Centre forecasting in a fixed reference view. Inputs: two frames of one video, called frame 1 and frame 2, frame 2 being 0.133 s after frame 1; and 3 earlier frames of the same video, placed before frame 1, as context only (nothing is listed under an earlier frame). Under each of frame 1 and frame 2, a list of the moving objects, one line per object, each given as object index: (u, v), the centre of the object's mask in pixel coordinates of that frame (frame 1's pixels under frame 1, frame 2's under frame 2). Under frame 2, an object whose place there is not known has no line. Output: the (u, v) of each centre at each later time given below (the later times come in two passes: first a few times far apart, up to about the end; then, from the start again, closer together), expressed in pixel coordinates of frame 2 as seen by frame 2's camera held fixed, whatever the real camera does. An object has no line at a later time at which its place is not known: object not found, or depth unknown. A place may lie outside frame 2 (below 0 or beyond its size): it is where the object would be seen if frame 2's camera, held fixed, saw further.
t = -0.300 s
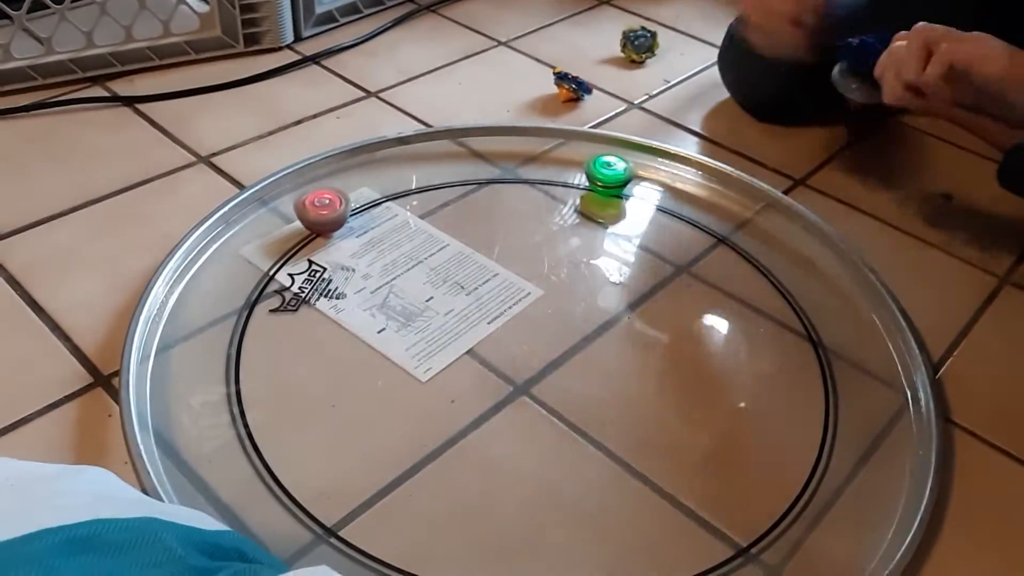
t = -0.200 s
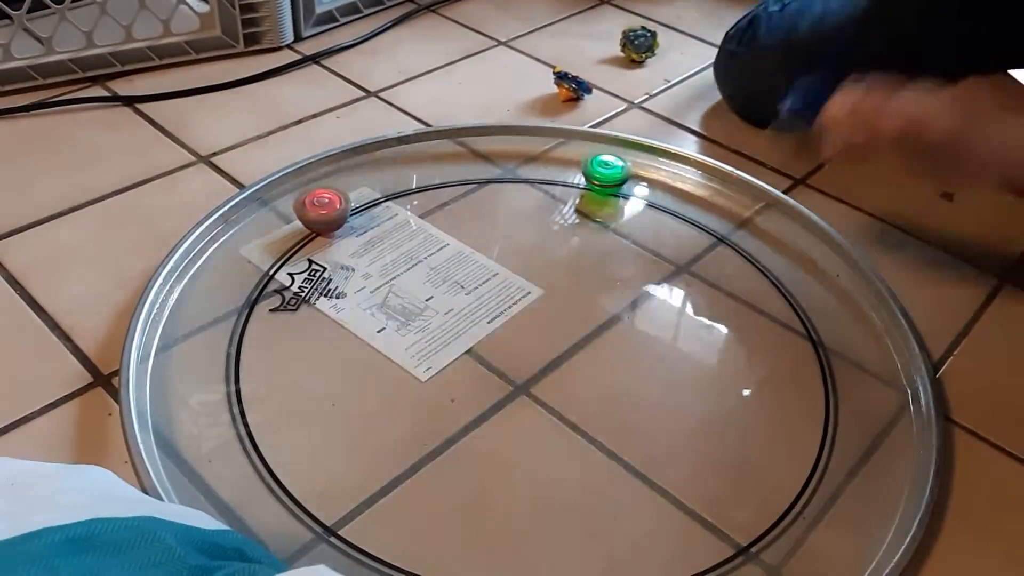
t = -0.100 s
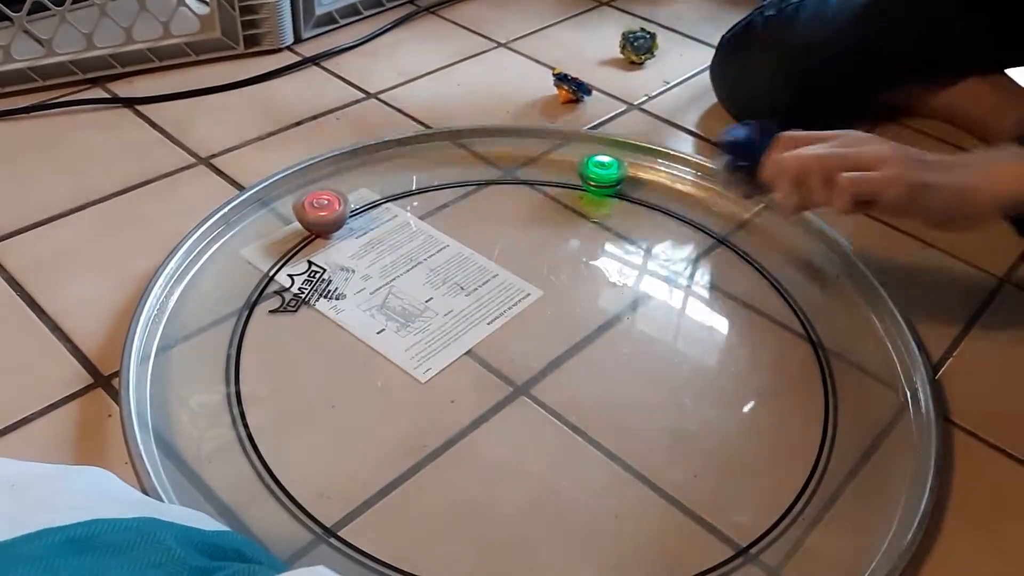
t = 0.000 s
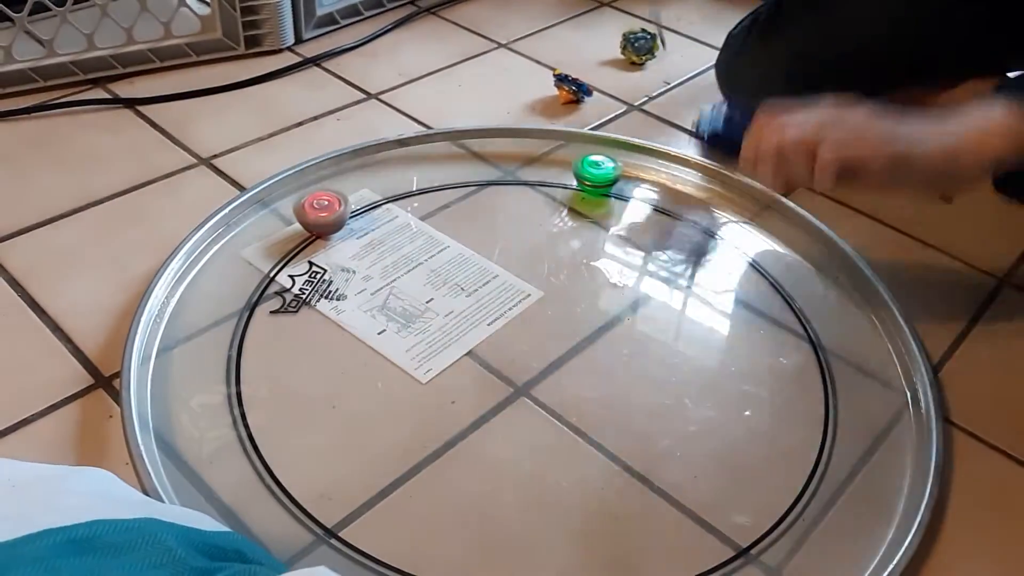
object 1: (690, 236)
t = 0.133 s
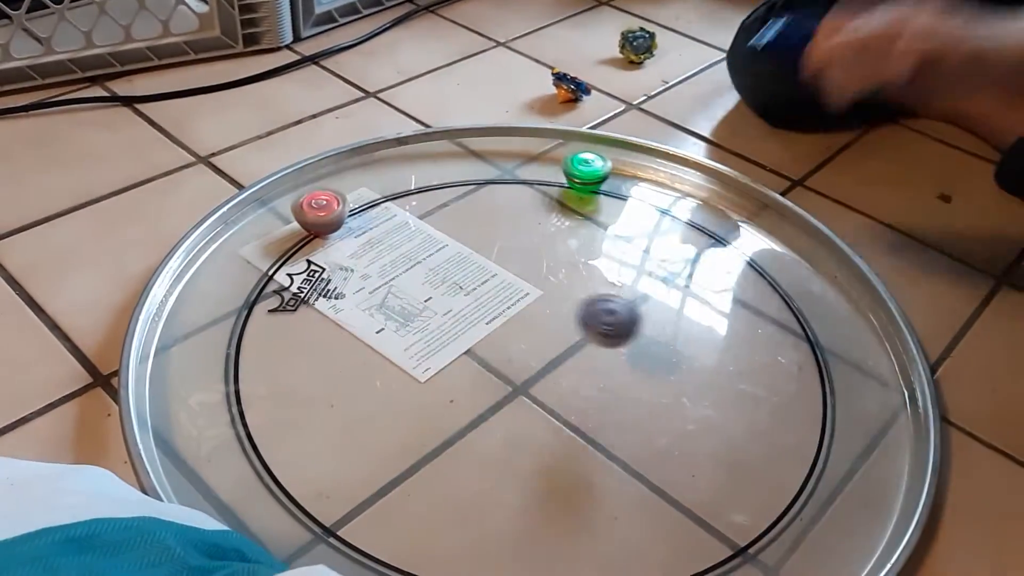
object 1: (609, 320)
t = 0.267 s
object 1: (546, 394)
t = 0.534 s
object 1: (470, 478)
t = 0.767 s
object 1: (478, 575)
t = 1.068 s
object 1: (555, 539)
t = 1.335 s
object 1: (588, 424)
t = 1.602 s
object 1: (590, 326)
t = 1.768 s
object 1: (591, 279)
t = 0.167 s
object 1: (596, 324)
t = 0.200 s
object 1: (581, 338)
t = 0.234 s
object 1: (564, 365)
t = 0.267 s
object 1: (546, 394)
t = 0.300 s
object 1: (534, 393)
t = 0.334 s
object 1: (521, 401)
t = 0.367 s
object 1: (508, 420)
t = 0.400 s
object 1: (497, 431)
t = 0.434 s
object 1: (485, 442)
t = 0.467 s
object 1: (479, 452)
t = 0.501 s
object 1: (474, 464)
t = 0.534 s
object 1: (470, 478)
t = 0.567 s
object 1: (471, 493)
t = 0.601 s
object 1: (471, 509)
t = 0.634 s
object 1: (473, 527)
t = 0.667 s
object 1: (474, 545)
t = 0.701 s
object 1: (473, 559)
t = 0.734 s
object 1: (475, 568)
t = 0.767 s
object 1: (478, 575)
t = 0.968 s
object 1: (534, 572)
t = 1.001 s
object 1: (541, 564)
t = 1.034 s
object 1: (548, 553)
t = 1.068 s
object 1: (555, 539)
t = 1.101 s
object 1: (561, 524)
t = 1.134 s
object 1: (566, 511)
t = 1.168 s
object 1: (571, 497)
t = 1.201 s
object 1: (576, 482)
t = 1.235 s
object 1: (580, 468)
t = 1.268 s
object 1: (584, 454)
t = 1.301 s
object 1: (586, 438)
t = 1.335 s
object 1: (588, 424)
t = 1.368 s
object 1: (588, 410)
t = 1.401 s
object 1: (587, 396)
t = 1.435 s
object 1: (588, 384)
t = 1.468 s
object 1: (589, 371)
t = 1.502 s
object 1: (588, 359)
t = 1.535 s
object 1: (589, 347)
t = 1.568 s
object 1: (589, 337)
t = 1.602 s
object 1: (590, 326)
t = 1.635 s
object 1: (591, 315)
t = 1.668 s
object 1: (591, 305)
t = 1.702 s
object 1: (591, 296)
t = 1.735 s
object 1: (591, 286)
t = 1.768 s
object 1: (591, 279)
